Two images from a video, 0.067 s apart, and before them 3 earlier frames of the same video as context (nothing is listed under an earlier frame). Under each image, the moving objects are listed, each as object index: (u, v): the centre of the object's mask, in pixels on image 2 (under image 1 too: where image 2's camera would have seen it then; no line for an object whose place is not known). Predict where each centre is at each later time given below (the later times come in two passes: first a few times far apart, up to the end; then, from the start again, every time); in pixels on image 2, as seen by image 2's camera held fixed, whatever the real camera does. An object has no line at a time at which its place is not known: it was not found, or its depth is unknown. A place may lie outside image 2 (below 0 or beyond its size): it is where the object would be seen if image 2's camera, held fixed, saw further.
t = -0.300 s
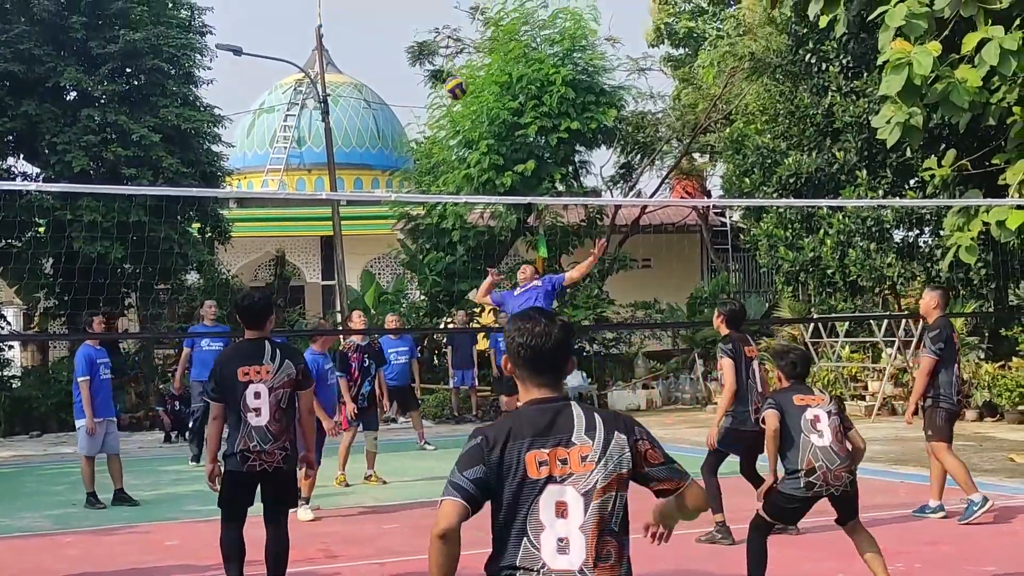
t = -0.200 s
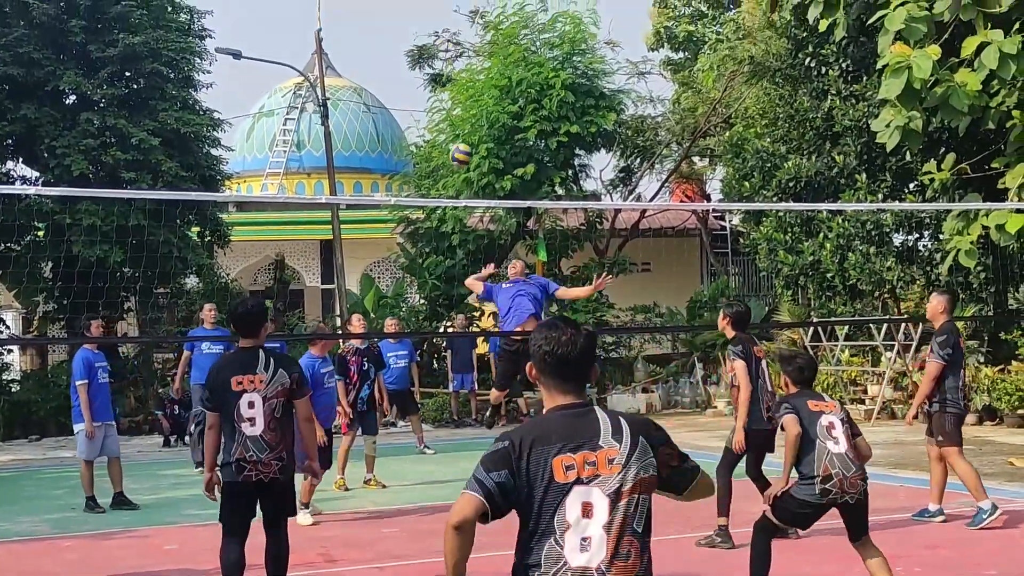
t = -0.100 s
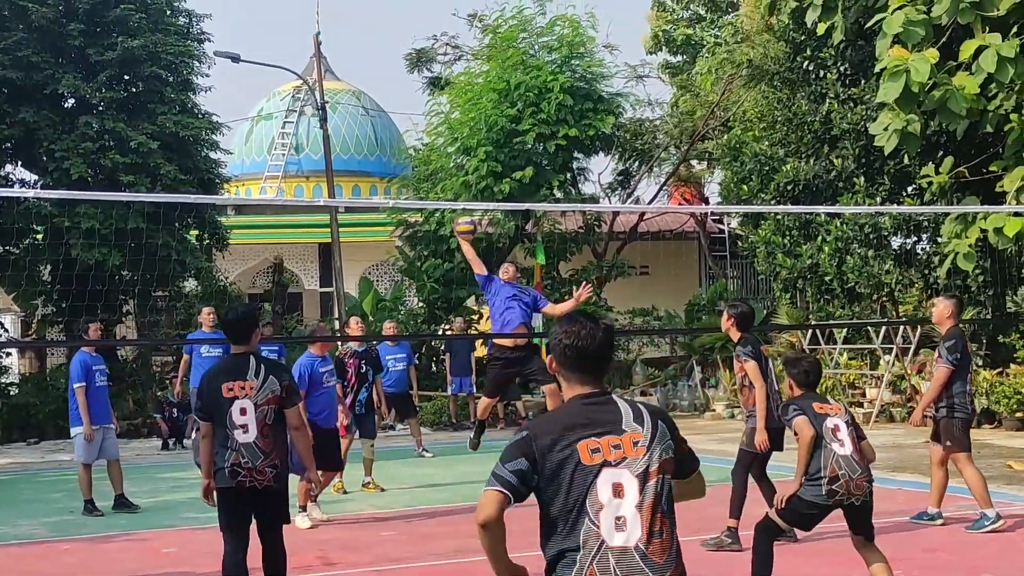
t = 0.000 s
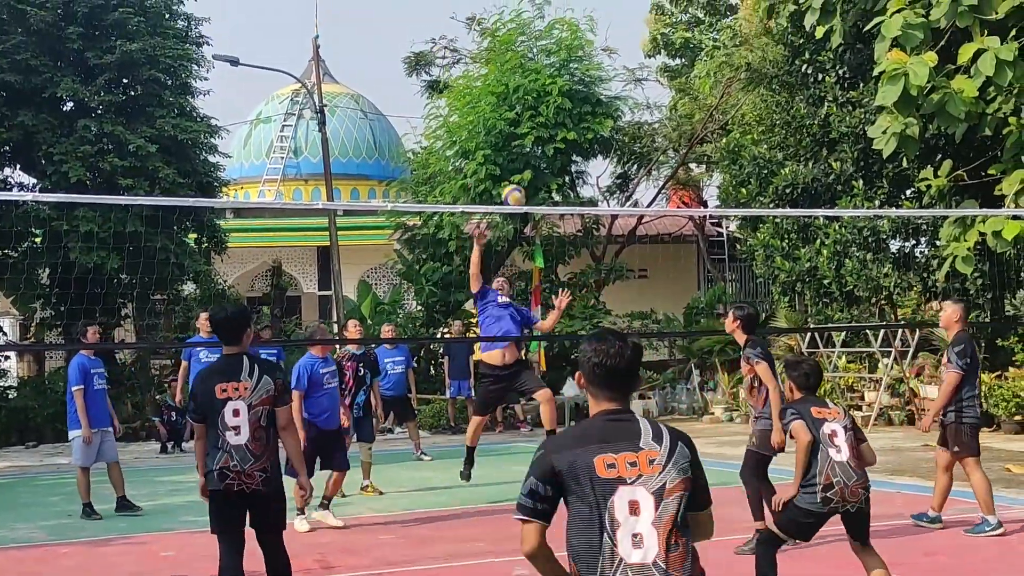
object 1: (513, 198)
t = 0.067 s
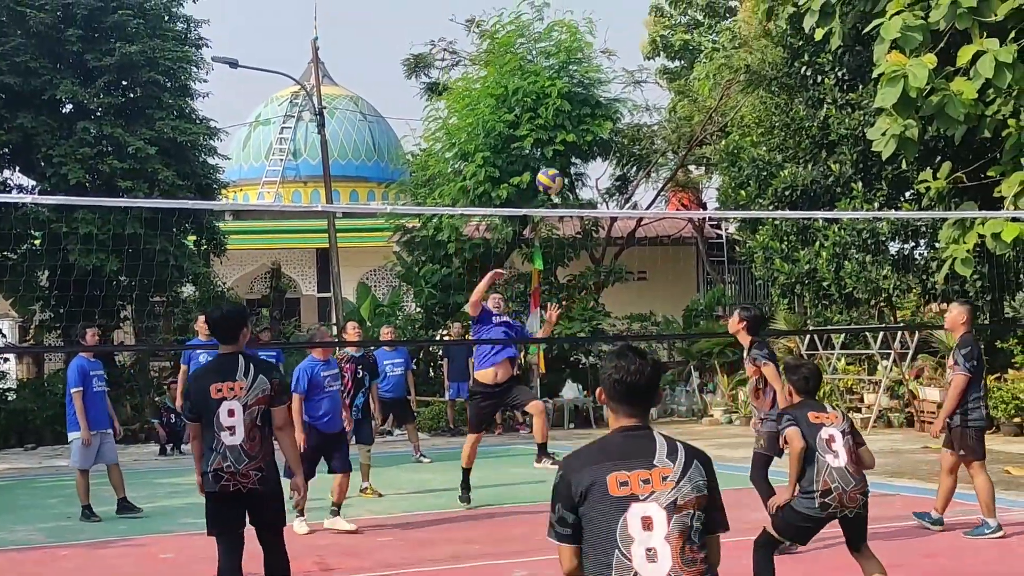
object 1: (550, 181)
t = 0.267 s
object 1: (683, 158)
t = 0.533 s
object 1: (948, 248)
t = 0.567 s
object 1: (992, 274)
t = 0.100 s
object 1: (568, 173)
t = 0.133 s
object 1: (589, 168)
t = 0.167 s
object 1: (611, 163)
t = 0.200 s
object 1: (634, 160)
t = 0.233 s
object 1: (657, 159)
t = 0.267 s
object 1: (683, 158)
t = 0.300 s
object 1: (710, 161)
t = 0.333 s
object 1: (738, 166)
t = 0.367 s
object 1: (768, 173)
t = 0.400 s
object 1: (800, 182)
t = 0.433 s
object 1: (834, 194)
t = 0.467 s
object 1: (870, 208)
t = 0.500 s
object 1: (908, 226)
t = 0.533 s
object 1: (948, 248)
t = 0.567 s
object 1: (992, 274)
